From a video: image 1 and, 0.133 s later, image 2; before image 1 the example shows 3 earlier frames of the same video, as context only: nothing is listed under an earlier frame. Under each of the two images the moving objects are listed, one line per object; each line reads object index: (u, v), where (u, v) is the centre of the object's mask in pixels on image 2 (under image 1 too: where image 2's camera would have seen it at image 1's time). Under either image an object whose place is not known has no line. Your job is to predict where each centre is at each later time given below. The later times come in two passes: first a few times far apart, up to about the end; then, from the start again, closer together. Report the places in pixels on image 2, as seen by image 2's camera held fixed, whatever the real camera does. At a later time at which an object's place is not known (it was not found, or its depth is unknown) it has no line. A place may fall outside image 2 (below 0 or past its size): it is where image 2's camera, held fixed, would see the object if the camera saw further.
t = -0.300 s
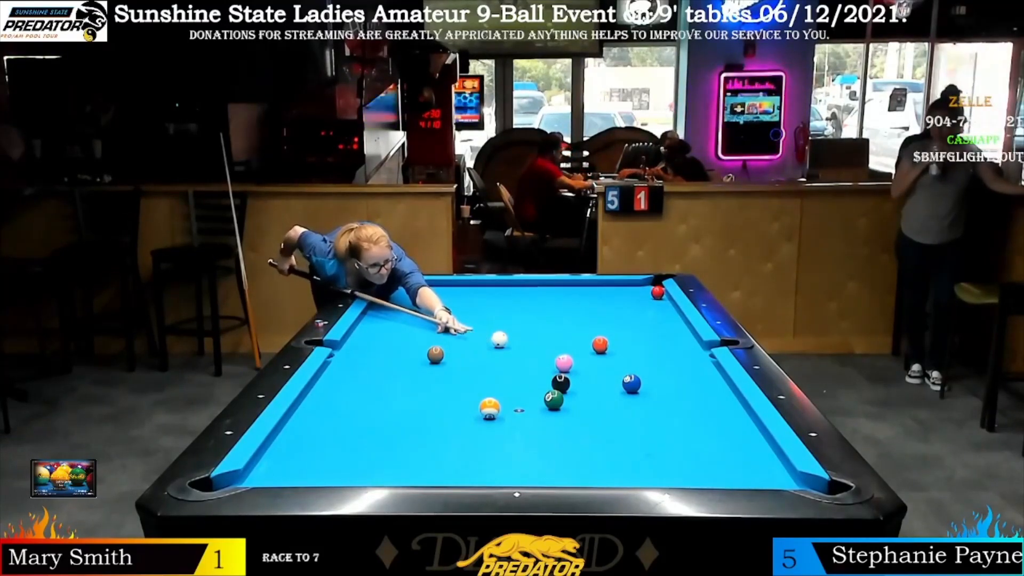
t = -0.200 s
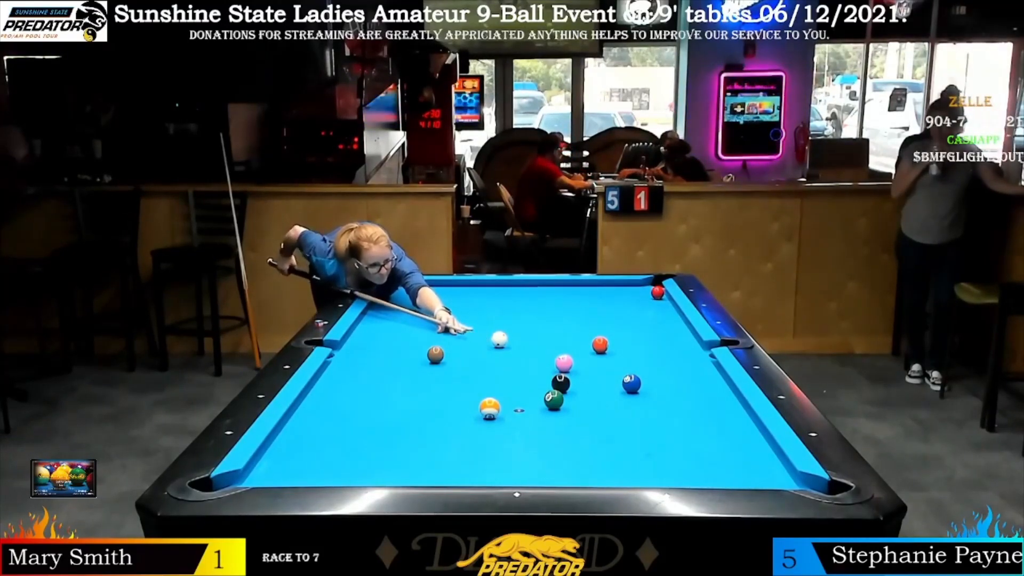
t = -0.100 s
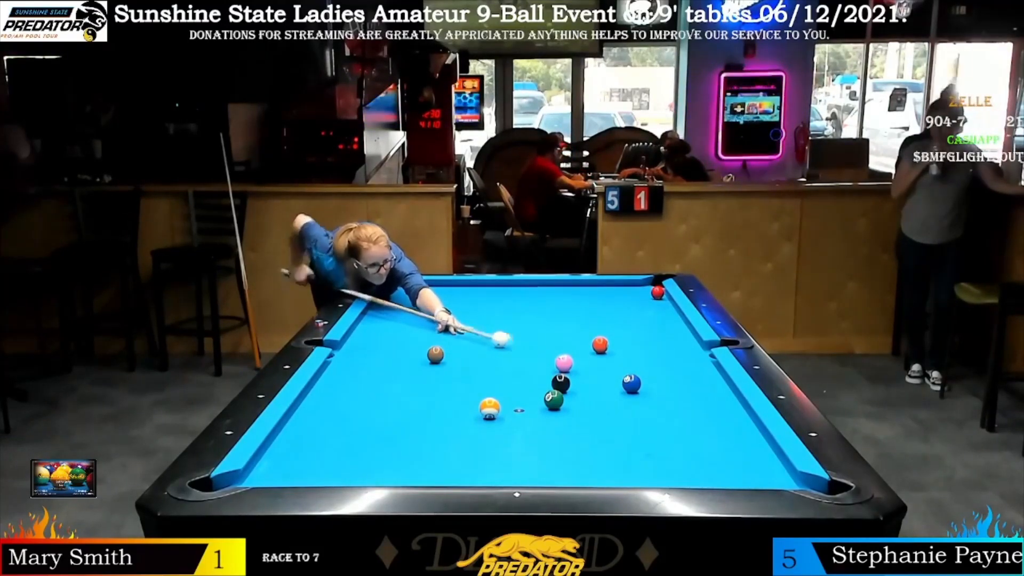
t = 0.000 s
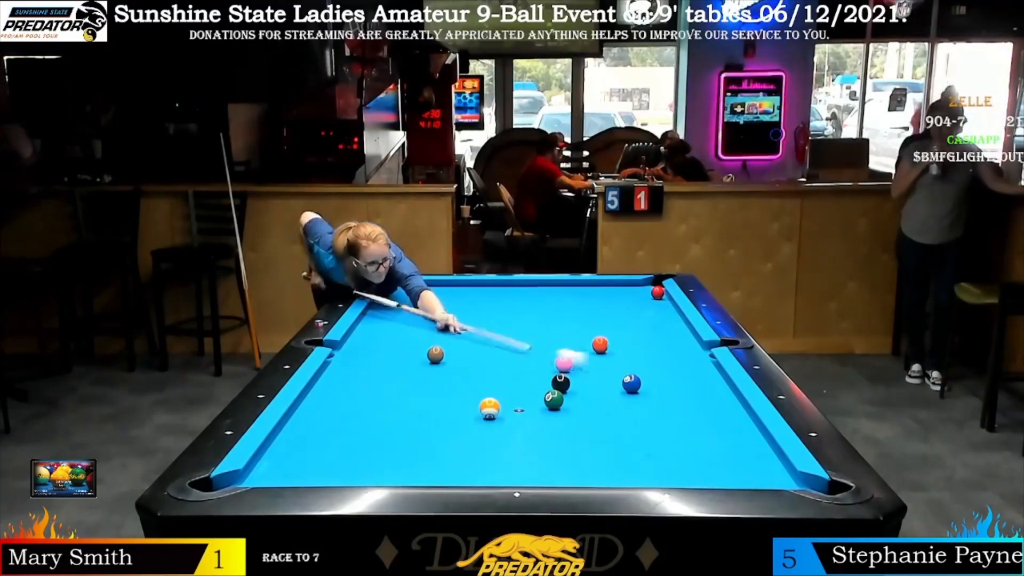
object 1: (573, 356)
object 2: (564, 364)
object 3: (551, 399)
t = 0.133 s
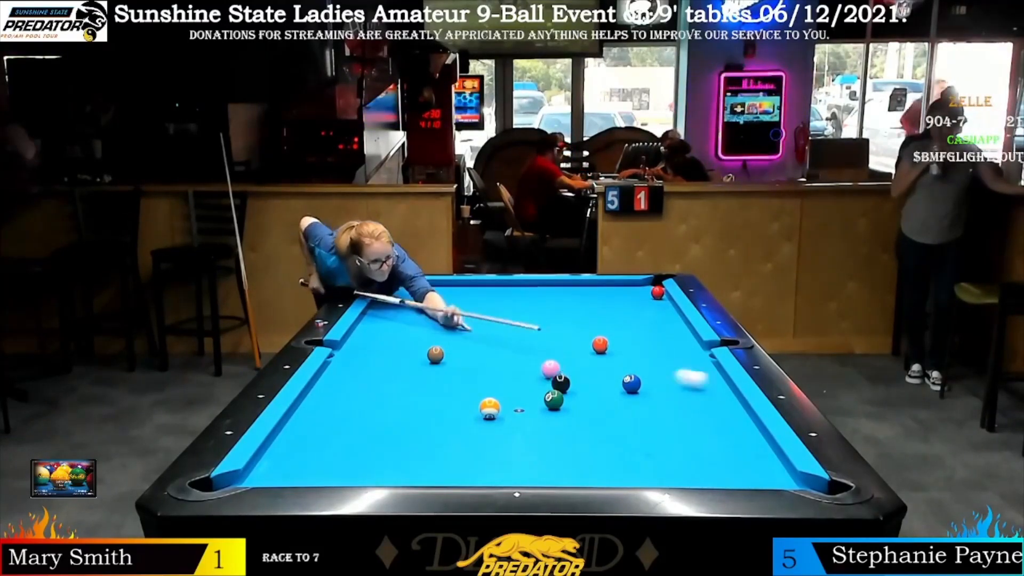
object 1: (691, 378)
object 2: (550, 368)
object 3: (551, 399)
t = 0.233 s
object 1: (696, 388)
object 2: (541, 373)
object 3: (551, 399)
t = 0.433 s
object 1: (606, 398)
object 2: (522, 382)
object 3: (551, 399)
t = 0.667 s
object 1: (533, 416)
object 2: (500, 392)
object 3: (525, 395)
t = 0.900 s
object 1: (464, 437)
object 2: (474, 404)
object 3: (488, 389)
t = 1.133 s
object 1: (388, 461)
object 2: (448, 414)
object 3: (454, 384)
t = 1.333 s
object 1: (319, 472)
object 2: (424, 424)
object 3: (426, 380)
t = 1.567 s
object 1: (263, 460)
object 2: (396, 435)
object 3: (396, 375)
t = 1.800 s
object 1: (317, 442)
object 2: (367, 446)
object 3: (369, 370)
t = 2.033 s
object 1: (365, 427)
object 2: (337, 458)
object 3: (343, 367)
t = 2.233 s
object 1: (402, 415)
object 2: (311, 467)
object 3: (337, 365)
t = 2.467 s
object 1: (440, 402)
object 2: (281, 474)
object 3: (355, 362)
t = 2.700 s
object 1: (474, 391)
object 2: (271, 471)
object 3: (372, 360)
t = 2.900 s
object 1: (501, 383)
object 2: (263, 467)
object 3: (385, 358)
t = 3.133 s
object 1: (529, 374)
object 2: (264, 462)
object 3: (398, 356)
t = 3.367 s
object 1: (555, 365)
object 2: (273, 459)
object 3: (410, 355)
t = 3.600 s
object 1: (578, 358)
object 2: (281, 456)
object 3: (419, 354)
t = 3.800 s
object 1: (596, 353)
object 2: (286, 454)
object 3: (422, 353)
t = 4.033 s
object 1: (615, 346)
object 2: (291, 452)
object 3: (425, 352)
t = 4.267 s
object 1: (634, 341)
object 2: (294, 451)
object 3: (426, 351)
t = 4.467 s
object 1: (647, 336)
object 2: (296, 450)
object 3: (427, 351)
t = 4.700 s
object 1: (663, 332)
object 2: (297, 450)
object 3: (427, 351)
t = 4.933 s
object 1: (677, 327)
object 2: (297, 450)
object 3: (427, 351)
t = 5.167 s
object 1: (680, 324)
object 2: (297, 450)
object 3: (427, 351)
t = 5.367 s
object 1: (672, 322)
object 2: (297, 450)
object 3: (427, 351)
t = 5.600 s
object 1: (663, 320)
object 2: (297, 450)
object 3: (427, 351)
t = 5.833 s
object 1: (655, 319)
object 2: (297, 450)
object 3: (427, 351)
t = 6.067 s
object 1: (648, 317)
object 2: (297, 450)
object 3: (427, 351)
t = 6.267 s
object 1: (643, 316)
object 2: (297, 450)
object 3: (427, 351)
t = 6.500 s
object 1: (638, 315)
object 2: (297, 449)
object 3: (427, 351)
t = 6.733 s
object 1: (634, 314)
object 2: (297, 449)
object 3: (427, 351)
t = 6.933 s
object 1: (631, 314)
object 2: (297, 449)
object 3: (427, 351)
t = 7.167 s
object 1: (628, 313)
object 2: (297, 450)
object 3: (427, 351)
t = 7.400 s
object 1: (627, 313)
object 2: (297, 449)
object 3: (427, 351)
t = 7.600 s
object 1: (626, 313)
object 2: (297, 449)
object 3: (427, 351)
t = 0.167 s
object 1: (720, 383)
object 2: (547, 370)
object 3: (551, 399)
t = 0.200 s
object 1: (714, 386)
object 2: (544, 371)
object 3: (551, 399)
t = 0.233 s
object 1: (696, 388)
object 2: (541, 373)
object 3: (551, 399)
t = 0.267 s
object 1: (679, 390)
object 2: (538, 374)
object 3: (551, 399)
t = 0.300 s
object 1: (664, 392)
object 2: (535, 376)
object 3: (551, 399)
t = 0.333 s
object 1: (650, 393)
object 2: (532, 377)
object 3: (551, 399)
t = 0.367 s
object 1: (635, 395)
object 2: (529, 379)
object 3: (551, 399)
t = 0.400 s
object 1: (620, 397)
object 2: (525, 380)
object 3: (551, 399)
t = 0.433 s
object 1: (606, 398)
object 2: (522, 382)
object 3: (551, 399)
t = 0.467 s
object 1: (592, 399)
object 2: (519, 383)
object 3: (551, 399)
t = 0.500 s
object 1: (577, 401)
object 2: (515, 385)
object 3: (551, 399)
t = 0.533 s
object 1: (567, 404)
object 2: (512, 386)
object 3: (548, 399)
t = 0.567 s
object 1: (559, 407)
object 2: (509, 388)
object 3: (542, 398)
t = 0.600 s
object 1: (551, 410)
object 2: (506, 389)
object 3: (534, 396)
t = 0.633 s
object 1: (542, 413)
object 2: (502, 391)
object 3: (530, 395)
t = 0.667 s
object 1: (533, 416)
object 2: (500, 392)
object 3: (525, 395)
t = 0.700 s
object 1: (523, 419)
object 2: (496, 392)
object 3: (519, 393)
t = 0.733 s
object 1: (514, 421)
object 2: (493, 393)
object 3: (514, 393)
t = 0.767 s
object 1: (505, 424)
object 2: (489, 394)
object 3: (508, 393)
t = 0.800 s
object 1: (495, 428)
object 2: (484, 395)
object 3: (503, 392)
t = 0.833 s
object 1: (485, 430)
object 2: (480, 398)
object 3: (498, 391)
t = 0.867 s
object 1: (475, 434)
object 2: (477, 401)
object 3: (493, 390)
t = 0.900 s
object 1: (464, 437)
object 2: (474, 404)
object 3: (488, 389)
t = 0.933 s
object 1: (454, 440)
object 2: (471, 406)
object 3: (483, 388)
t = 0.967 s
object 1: (443, 443)
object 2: (467, 407)
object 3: (478, 388)
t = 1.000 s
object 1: (433, 447)
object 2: (464, 408)
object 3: (473, 387)
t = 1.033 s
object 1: (422, 450)
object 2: (460, 410)
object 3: (468, 386)
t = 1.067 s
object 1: (411, 454)
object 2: (456, 411)
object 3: (463, 385)
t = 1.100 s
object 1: (399, 458)
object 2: (452, 413)
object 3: (458, 385)
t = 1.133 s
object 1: (388, 461)
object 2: (448, 414)
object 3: (454, 384)
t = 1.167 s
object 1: (376, 465)
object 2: (444, 416)
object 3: (449, 383)
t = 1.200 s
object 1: (364, 467)
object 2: (440, 417)
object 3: (444, 382)
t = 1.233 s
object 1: (352, 469)
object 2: (436, 419)
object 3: (439, 382)
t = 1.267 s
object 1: (340, 472)
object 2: (432, 421)
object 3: (435, 381)
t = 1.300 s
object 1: (328, 474)
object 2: (428, 422)
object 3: (430, 380)
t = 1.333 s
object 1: (319, 472)
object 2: (424, 424)
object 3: (426, 380)
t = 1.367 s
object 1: (310, 471)
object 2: (420, 425)
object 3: (422, 379)
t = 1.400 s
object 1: (302, 469)
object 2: (416, 427)
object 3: (417, 378)
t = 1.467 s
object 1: (285, 467)
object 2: (408, 430)
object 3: (409, 377)
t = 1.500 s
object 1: (277, 465)
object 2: (404, 431)
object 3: (405, 376)
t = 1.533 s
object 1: (269, 462)
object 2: (400, 433)
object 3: (400, 376)
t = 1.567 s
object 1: (263, 460)
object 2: (396, 435)
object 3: (396, 375)
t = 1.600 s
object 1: (271, 457)
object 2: (392, 436)
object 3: (392, 374)
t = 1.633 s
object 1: (279, 454)
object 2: (387, 438)
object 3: (388, 374)
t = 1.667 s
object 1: (287, 452)
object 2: (383, 440)
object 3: (384, 373)
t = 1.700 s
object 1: (295, 449)
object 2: (379, 441)
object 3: (380, 372)
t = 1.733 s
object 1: (303, 447)
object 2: (375, 442)
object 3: (376, 371)
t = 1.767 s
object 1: (310, 444)
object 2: (371, 444)
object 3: (372, 371)
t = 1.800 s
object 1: (317, 442)
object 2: (367, 446)
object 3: (369, 370)
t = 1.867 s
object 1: (331, 437)
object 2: (358, 450)
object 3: (361, 369)
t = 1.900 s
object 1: (338, 435)
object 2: (354, 451)
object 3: (357, 369)
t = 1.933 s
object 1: (345, 432)
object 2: (350, 453)
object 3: (354, 368)
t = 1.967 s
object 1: (352, 430)
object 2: (345, 455)
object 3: (350, 368)
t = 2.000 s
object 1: (359, 428)
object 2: (341, 456)
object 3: (346, 367)
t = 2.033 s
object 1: (365, 427)
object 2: (337, 458)
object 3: (343, 367)
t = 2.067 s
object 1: (371, 424)
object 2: (333, 460)
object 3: (339, 366)
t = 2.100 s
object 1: (378, 422)
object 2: (329, 461)
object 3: (336, 366)
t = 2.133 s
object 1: (384, 420)
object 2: (324, 463)
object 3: (332, 365)
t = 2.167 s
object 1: (390, 418)
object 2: (320, 465)
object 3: (331, 364)
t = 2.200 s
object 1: (396, 416)
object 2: (316, 466)
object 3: (334, 364)
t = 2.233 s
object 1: (402, 415)
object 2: (311, 467)
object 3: (337, 365)
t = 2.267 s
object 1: (407, 413)
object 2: (307, 468)
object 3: (340, 363)
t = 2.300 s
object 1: (413, 411)
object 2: (303, 469)
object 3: (342, 363)
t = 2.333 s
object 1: (419, 409)
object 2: (298, 470)
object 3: (345, 363)
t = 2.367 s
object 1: (424, 407)
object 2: (294, 471)
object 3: (348, 362)
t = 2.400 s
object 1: (429, 406)
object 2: (290, 472)
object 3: (350, 362)
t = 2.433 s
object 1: (435, 404)
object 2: (285, 473)
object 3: (353, 362)
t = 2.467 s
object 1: (440, 402)
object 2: (281, 474)
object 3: (355, 362)
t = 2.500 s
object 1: (445, 400)
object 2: (279, 473)
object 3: (358, 361)
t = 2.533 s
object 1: (450, 399)
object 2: (278, 473)
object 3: (360, 361)
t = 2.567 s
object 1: (455, 397)
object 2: (276, 473)
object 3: (363, 361)
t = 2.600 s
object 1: (460, 396)
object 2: (275, 472)
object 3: (365, 360)
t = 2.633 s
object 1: (465, 394)
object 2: (273, 471)
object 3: (367, 360)
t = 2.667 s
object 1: (469, 393)
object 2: (272, 471)
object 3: (370, 360)
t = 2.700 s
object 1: (474, 391)
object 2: (271, 471)
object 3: (372, 360)
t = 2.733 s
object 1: (479, 390)
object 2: (270, 470)
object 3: (374, 359)
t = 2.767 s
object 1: (484, 388)
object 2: (268, 469)
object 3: (376, 359)
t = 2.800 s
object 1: (488, 386)
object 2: (267, 469)
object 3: (378, 359)
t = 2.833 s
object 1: (492, 385)
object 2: (266, 468)
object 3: (381, 358)
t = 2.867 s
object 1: (497, 384)
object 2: (265, 468)
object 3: (383, 358)
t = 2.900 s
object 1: (501, 383)
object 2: (263, 467)
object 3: (385, 358)
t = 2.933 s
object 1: (505, 382)
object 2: (262, 466)
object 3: (387, 358)
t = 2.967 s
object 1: (509, 380)
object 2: (261, 466)
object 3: (389, 358)
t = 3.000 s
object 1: (514, 379)
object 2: (260, 465)
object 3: (391, 357)
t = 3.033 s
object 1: (518, 377)
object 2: (260, 464)
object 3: (393, 357)
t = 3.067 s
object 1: (522, 376)
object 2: (261, 463)
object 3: (395, 357)
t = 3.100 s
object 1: (525, 375)
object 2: (262, 463)
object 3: (396, 357)
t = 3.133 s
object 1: (529, 374)
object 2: (264, 462)
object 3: (398, 356)
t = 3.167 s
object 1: (533, 373)
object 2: (265, 462)
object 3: (400, 356)
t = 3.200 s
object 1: (537, 371)
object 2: (266, 461)
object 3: (402, 356)
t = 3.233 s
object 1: (541, 370)
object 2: (268, 461)
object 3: (404, 356)
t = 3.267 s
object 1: (544, 369)
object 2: (269, 460)
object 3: (405, 356)
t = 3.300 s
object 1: (548, 368)
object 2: (270, 460)
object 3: (407, 355)
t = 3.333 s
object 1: (551, 367)
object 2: (272, 459)
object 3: (408, 355)
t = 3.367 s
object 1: (555, 365)
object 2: (273, 459)
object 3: (410, 355)
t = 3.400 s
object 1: (558, 364)
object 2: (274, 458)
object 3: (412, 355)
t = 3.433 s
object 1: (562, 364)
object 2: (275, 458)
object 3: (414, 355)
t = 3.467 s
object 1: (565, 363)
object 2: (276, 457)
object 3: (415, 354)
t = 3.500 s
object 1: (568, 362)
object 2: (278, 457)
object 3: (416, 354)
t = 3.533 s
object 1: (572, 361)
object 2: (279, 456)
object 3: (418, 354)
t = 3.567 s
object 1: (575, 359)
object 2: (279, 456)
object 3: (419, 354)
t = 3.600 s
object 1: (578, 358)
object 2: (281, 456)
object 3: (419, 354)
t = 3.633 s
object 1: (581, 357)
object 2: (282, 455)
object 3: (420, 354)
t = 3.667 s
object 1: (585, 357)
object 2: (282, 455)
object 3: (420, 353)
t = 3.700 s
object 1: (587, 355)
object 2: (283, 455)
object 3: (421, 353)
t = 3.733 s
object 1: (590, 355)
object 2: (284, 454)
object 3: (422, 353)
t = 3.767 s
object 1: (593, 354)
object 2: (285, 454)
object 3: (422, 353)
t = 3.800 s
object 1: (596, 353)
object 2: (286, 454)
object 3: (422, 353)
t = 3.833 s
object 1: (599, 352)
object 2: (286, 453)
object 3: (423, 352)
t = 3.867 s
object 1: (602, 351)
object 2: (287, 453)
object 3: (423, 352)
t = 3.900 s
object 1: (605, 350)
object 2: (288, 453)
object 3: (424, 352)
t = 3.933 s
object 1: (608, 349)
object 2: (289, 453)
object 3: (424, 352)
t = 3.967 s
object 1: (610, 348)
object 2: (289, 452)
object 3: (424, 352)
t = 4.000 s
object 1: (613, 347)
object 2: (290, 452)
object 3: (424, 352)
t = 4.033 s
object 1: (615, 346)
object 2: (291, 452)
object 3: (425, 352)
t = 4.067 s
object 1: (618, 345)
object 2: (291, 452)
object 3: (425, 352)
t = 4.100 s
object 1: (622, 345)
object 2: (292, 451)
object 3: (425, 351)
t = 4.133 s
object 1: (624, 344)
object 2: (292, 451)
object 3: (426, 351)
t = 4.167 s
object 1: (626, 343)
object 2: (293, 451)
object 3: (426, 351)
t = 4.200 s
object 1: (629, 342)
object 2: (293, 451)
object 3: (426, 351)
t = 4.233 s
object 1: (631, 341)
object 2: (294, 451)
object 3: (426, 351)
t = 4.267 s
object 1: (634, 341)
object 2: (294, 451)
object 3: (426, 351)
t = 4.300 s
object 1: (636, 340)
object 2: (295, 450)
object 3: (427, 351)
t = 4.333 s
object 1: (638, 339)
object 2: (295, 450)
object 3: (427, 351)
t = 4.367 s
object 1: (641, 338)
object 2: (295, 450)
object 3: (427, 351)
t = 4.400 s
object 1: (643, 338)
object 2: (295, 450)
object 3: (427, 351)
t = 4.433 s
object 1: (645, 337)
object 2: (296, 450)
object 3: (427, 351)
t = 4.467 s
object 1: (647, 336)
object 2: (296, 450)
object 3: (427, 351)
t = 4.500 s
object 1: (650, 336)
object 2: (296, 450)
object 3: (427, 351)
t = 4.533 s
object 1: (652, 335)
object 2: (296, 450)
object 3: (427, 351)
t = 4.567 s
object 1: (654, 334)
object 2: (297, 450)
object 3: (427, 351)
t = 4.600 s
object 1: (656, 334)
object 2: (297, 450)
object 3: (427, 351)
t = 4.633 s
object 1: (658, 333)
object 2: (297, 450)
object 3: (427, 351)
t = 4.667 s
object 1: (661, 332)
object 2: (297, 450)
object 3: (427, 351)
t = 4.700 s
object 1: (663, 332)
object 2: (297, 450)
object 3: (427, 351)
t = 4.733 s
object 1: (665, 331)
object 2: (297, 450)
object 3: (427, 351)
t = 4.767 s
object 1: (667, 330)
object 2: (297, 450)
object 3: (427, 351)
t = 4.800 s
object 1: (669, 330)
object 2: (297, 450)
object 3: (427, 351)
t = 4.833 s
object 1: (671, 329)
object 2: (297, 450)
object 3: (427, 351)
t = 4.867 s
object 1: (673, 329)
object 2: (297, 450)
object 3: (427, 351)
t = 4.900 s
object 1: (675, 328)
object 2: (297, 450)
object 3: (427, 351)
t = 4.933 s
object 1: (677, 327)
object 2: (297, 450)
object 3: (427, 351)
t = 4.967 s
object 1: (678, 327)
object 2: (297, 450)
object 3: (427, 351)
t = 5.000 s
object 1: (680, 326)
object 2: (297, 450)
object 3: (427, 351)
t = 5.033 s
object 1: (682, 326)
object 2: (297, 450)
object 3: (427, 351)
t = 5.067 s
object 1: (684, 325)
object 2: (297, 450)
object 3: (427, 351)
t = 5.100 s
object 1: (683, 325)
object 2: (297, 450)
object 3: (427, 351)
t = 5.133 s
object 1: (682, 324)
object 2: (297, 450)
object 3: (427, 351)
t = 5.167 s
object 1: (680, 324)
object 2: (297, 450)
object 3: (427, 351)
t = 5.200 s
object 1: (679, 323)
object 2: (297, 450)
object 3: (427, 351)
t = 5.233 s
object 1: (677, 324)
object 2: (297, 450)
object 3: (427, 351)
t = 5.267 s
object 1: (676, 323)
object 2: (297, 450)
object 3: (427, 351)
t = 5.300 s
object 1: (675, 323)
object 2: (297, 450)
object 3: (427, 351)
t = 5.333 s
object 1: (674, 322)
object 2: (297, 450)
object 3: (427, 351)
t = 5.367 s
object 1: (672, 322)
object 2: (297, 450)
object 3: (427, 351)
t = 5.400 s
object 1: (671, 322)
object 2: (297, 450)
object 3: (427, 351)
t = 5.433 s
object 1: (670, 322)
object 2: (297, 450)
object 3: (427, 351)
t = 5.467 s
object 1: (668, 321)
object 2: (297, 450)
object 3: (427, 351)
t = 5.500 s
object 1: (667, 321)
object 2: (297, 450)
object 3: (427, 351)
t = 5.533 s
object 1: (666, 321)
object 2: (297, 450)
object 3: (427, 351)
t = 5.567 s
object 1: (664, 321)
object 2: (297, 450)
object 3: (427, 351)
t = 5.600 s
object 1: (663, 320)
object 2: (297, 450)
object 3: (427, 351)
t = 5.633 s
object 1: (662, 320)
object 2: (297, 450)
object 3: (427, 351)
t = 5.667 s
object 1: (661, 320)
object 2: (297, 450)
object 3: (427, 351)
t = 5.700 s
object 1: (660, 320)
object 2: (297, 450)
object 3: (427, 351)
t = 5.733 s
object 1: (658, 319)
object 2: (297, 450)
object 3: (427, 351)
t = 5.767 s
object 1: (657, 319)
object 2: (297, 450)
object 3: (427, 351)
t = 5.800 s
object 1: (656, 319)
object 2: (297, 450)
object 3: (427, 351)
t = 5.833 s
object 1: (655, 319)
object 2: (297, 450)
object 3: (427, 351)
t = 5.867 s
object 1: (654, 319)
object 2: (297, 450)
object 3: (427, 351)
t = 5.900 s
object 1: (653, 318)
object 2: (297, 450)
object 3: (427, 351)
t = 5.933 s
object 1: (652, 318)
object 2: (297, 450)
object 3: (427, 351)
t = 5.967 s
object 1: (651, 318)
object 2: (297, 450)
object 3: (427, 351)
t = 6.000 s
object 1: (650, 318)
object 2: (297, 449)
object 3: (427, 351)
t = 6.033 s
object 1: (649, 318)
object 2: (297, 450)
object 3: (427, 351)
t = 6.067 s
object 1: (648, 317)
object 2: (297, 450)
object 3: (427, 351)
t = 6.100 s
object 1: (647, 317)
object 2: (297, 450)
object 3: (427, 351)
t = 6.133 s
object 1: (647, 317)
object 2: (297, 449)
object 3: (427, 351)
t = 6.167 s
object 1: (646, 317)
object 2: (297, 450)
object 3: (427, 351)
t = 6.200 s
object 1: (645, 316)
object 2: (297, 450)
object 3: (427, 351)
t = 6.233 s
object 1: (644, 316)
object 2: (297, 450)
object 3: (427, 351)
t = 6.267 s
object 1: (643, 316)
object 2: (297, 450)
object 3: (427, 351)
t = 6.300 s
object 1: (642, 316)
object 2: (297, 450)
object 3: (427, 351)
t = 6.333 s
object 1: (642, 316)
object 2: (297, 450)
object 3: (427, 351)
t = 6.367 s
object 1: (641, 315)
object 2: (297, 449)
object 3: (427, 351)
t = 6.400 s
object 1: (640, 315)
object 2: (297, 450)
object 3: (427, 351)
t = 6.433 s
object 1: (639, 315)
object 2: (297, 450)
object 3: (427, 351)
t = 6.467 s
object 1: (639, 315)
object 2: (297, 450)
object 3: (427, 351)
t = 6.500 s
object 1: (638, 315)
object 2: (297, 449)
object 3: (427, 351)
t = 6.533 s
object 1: (637, 315)
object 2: (297, 450)
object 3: (427, 351)
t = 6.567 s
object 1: (637, 315)
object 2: (297, 449)
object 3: (427, 351)
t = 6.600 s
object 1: (636, 314)
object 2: (297, 449)
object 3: (427, 351)
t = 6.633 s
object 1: (636, 314)
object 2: (297, 450)
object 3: (427, 351)
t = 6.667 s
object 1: (635, 314)
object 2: (297, 449)
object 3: (427, 351)
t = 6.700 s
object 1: (635, 314)
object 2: (297, 449)
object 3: (427, 351)
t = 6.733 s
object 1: (634, 314)
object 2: (297, 449)
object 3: (427, 351)
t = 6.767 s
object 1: (634, 314)
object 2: (297, 449)
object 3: (427, 351)
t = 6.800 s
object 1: (633, 314)
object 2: (297, 449)
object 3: (427, 351)
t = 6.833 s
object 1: (632, 314)
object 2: (297, 450)
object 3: (427, 351)
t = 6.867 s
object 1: (632, 314)
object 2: (297, 449)
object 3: (427, 351)
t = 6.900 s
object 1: (631, 314)
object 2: (297, 449)
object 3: (427, 351)
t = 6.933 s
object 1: (631, 314)
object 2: (297, 449)
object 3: (427, 351)
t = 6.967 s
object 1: (631, 313)
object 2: (297, 449)
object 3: (427, 351)
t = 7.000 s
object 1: (630, 313)
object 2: (297, 449)
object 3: (427, 351)
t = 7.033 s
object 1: (630, 313)
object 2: (297, 449)
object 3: (427, 351)
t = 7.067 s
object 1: (630, 313)
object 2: (297, 449)
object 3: (427, 351)
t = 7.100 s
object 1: (629, 313)
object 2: (297, 450)
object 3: (427, 351)
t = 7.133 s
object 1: (629, 313)
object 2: (297, 450)
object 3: (427, 351)
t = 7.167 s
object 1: (628, 313)
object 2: (297, 450)
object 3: (427, 351)
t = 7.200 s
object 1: (628, 313)
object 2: (297, 449)
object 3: (427, 351)
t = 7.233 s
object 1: (628, 313)
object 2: (297, 449)
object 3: (427, 351)
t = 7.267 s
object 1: (628, 313)
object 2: (297, 449)
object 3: (427, 351)
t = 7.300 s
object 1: (627, 313)
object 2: (297, 449)
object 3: (427, 351)
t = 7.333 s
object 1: (627, 313)
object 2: (297, 449)
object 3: (427, 351)
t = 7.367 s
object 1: (627, 313)
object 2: (297, 449)
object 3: (427, 351)
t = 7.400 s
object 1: (627, 313)
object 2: (297, 449)
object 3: (427, 351)
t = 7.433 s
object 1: (626, 313)
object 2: (297, 449)
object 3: (427, 351)
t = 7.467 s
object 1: (626, 313)
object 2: (297, 449)
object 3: (427, 351)
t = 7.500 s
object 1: (626, 313)
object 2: (297, 449)
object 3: (427, 351)
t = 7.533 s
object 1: (626, 313)
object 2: (297, 449)
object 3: (427, 351)
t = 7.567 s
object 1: (626, 313)
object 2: (297, 449)
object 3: (427, 351)
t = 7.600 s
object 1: (626, 313)
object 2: (297, 449)
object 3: (427, 351)
